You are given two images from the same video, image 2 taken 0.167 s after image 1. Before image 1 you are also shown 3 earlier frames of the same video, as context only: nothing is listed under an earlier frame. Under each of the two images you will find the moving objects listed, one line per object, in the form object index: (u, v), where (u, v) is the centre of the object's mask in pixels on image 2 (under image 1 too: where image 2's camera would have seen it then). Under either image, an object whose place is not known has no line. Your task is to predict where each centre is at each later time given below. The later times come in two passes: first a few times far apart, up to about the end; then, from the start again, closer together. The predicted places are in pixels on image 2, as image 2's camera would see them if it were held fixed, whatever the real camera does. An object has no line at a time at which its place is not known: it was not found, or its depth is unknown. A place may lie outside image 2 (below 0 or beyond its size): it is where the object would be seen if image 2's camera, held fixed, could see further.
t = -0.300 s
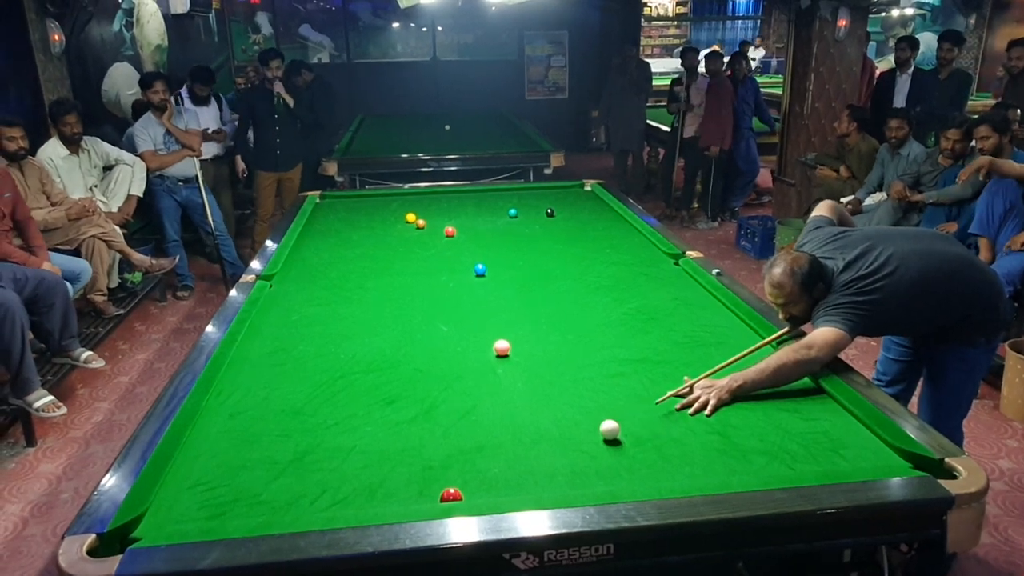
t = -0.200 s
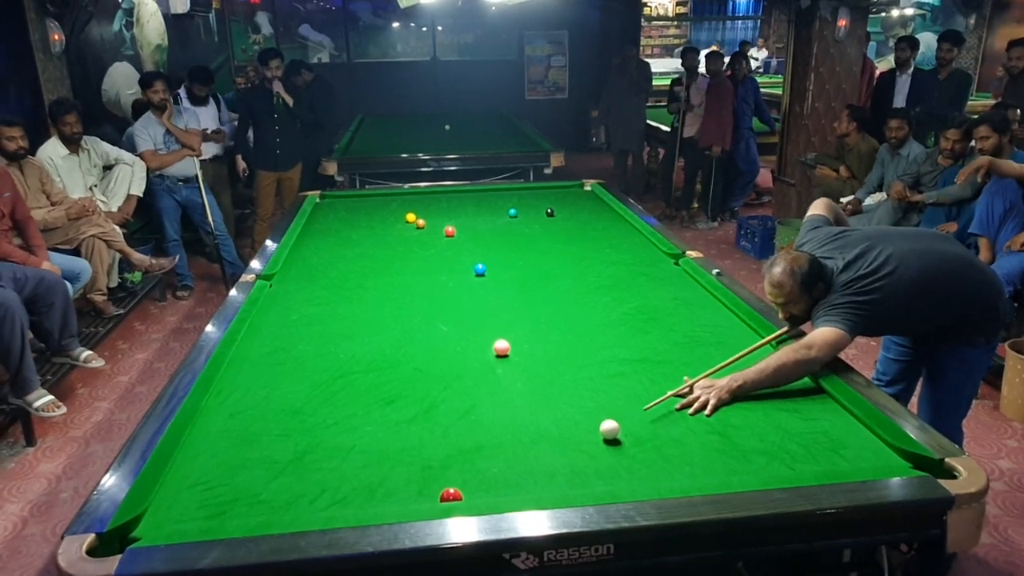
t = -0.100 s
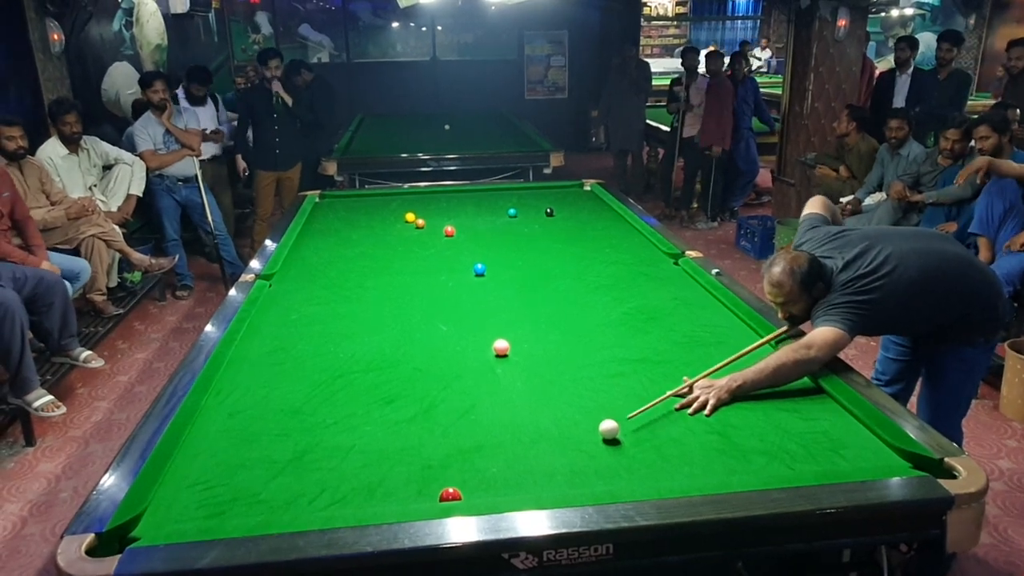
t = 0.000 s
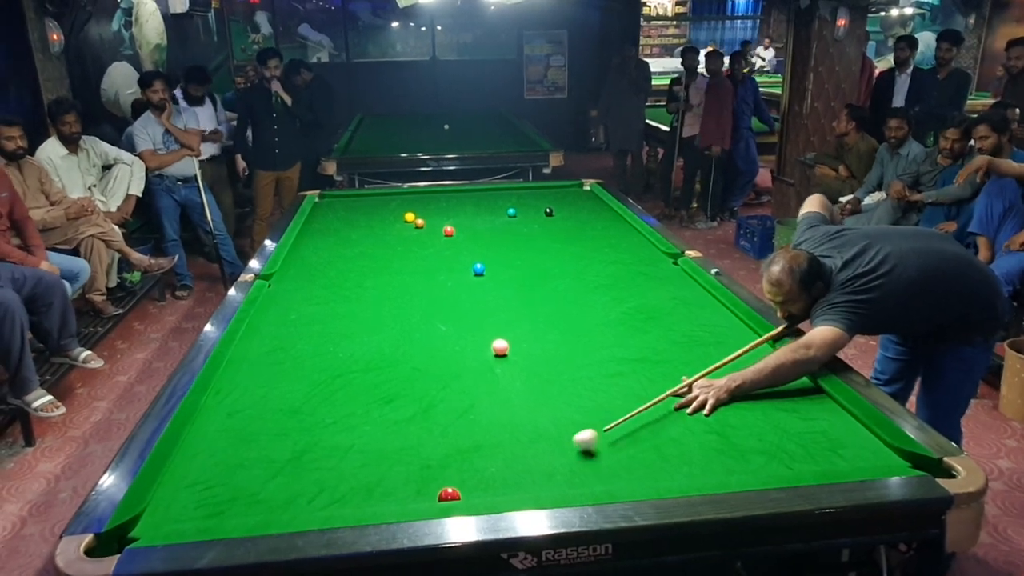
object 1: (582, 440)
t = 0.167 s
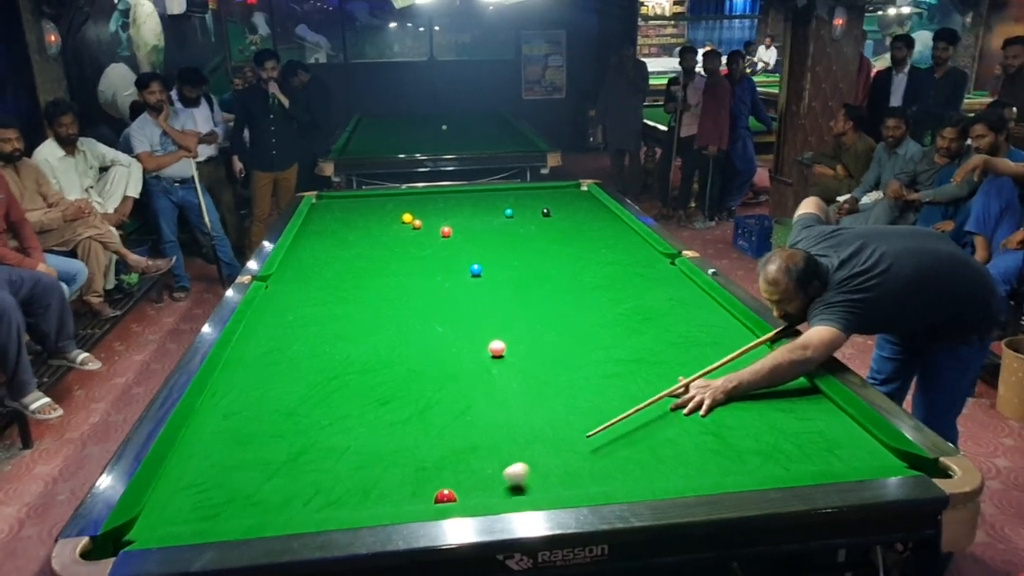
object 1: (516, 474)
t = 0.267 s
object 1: (475, 492)
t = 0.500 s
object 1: (459, 478)
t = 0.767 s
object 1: (441, 459)
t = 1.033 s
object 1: (426, 442)
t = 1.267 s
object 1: (415, 430)
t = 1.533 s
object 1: (404, 418)
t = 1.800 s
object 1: (395, 407)
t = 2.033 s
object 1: (388, 400)
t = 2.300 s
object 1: (381, 392)
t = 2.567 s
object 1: (375, 386)
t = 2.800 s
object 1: (371, 381)
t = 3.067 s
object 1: (367, 377)
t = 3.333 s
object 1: (364, 374)
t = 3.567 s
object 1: (361, 372)
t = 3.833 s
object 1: (360, 370)
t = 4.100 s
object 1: (359, 370)
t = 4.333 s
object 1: (359, 370)
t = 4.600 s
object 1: (360, 369)
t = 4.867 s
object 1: (359, 369)
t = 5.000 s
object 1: (360, 369)
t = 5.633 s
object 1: (360, 369)
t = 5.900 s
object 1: (359, 369)
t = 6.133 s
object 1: (359, 369)
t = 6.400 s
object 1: (359, 370)
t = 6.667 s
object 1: (360, 370)
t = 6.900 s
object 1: (359, 370)
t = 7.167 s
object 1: (359, 370)
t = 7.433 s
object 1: (359, 369)
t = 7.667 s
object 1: (359, 370)
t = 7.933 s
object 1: (359, 370)
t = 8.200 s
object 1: (359, 370)
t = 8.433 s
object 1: (359, 370)
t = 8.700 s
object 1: (359, 370)
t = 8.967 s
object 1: (359, 370)
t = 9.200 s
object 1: (359, 370)
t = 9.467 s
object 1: (359, 369)
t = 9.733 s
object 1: (359, 369)
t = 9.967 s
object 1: (359, 370)
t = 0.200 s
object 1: (503, 481)
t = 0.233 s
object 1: (489, 487)
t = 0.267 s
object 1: (475, 492)
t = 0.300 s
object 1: (468, 495)
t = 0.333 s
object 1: (468, 492)
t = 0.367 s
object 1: (467, 490)
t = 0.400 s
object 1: (466, 487)
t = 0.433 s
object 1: (464, 484)
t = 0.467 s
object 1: (461, 481)
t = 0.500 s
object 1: (459, 478)
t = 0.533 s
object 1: (456, 476)
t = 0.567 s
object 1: (454, 473)
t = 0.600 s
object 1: (452, 470)
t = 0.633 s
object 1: (450, 468)
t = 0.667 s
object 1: (447, 466)
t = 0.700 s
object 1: (445, 463)
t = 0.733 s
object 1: (443, 461)
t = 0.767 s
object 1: (441, 459)
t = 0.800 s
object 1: (439, 457)
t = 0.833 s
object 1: (437, 454)
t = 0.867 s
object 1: (435, 452)
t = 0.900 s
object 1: (433, 450)
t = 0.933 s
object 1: (431, 448)
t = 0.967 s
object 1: (430, 446)
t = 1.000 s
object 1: (428, 444)
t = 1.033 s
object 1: (426, 442)
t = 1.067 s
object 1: (424, 441)
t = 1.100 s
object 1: (423, 438)
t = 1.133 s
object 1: (421, 437)
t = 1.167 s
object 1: (420, 435)
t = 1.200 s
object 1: (418, 434)
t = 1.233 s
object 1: (417, 432)
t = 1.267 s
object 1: (415, 430)
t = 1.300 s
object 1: (414, 428)
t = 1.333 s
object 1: (412, 427)
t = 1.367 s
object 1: (411, 425)
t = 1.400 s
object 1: (409, 424)
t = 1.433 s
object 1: (408, 422)
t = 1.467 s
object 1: (407, 420)
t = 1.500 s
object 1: (405, 419)
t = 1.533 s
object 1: (404, 418)
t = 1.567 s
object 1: (403, 416)
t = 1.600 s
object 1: (401, 415)
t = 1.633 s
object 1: (400, 414)
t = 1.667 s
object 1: (399, 412)
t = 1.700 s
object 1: (398, 411)
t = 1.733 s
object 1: (396, 410)
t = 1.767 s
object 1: (396, 408)
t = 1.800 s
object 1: (395, 407)
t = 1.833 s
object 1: (394, 406)
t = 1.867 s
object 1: (392, 405)
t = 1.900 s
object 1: (391, 404)
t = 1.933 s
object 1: (391, 403)
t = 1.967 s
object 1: (390, 401)
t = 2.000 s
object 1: (389, 401)
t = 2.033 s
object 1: (388, 400)
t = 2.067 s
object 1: (387, 399)
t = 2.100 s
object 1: (386, 398)
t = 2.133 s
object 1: (385, 397)
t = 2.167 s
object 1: (384, 395)
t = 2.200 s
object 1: (383, 395)
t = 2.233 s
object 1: (382, 394)
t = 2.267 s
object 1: (382, 393)
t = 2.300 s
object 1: (381, 392)
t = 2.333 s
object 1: (380, 391)
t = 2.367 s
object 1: (379, 390)
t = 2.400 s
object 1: (378, 389)
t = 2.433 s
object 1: (378, 388)
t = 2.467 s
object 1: (377, 388)
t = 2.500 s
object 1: (376, 387)
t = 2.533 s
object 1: (375, 386)
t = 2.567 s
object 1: (375, 386)
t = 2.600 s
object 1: (374, 385)
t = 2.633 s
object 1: (373, 384)
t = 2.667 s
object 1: (372, 384)
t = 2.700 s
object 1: (372, 383)
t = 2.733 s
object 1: (372, 382)
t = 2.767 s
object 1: (371, 381)
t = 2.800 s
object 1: (371, 381)
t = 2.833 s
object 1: (370, 380)
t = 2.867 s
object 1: (369, 380)
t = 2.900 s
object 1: (369, 379)
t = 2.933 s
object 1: (368, 379)
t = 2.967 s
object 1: (368, 379)
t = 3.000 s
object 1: (368, 378)
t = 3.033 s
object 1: (367, 377)
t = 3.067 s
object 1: (367, 377)
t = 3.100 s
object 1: (366, 376)
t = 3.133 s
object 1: (366, 376)
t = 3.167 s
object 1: (365, 376)
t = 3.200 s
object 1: (365, 375)
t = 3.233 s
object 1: (365, 375)
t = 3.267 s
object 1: (364, 375)
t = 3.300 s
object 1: (364, 374)
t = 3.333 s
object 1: (364, 374)
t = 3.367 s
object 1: (363, 373)
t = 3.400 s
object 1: (363, 373)
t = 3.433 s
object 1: (363, 373)
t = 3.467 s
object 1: (362, 373)
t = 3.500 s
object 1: (362, 372)
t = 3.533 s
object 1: (362, 372)
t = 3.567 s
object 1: (361, 372)
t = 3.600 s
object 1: (361, 372)
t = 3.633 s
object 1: (361, 371)
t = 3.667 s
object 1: (361, 371)
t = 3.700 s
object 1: (361, 371)
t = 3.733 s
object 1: (360, 371)
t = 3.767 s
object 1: (360, 371)
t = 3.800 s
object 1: (360, 370)
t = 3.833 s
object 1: (360, 370)
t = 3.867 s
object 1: (360, 370)
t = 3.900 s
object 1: (360, 370)
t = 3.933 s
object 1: (360, 370)
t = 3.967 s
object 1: (360, 370)
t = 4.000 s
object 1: (360, 370)
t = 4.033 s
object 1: (359, 370)
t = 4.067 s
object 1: (359, 370)
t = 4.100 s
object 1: (359, 370)
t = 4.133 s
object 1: (359, 369)
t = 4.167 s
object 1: (359, 369)
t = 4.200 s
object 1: (359, 369)
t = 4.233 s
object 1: (359, 369)
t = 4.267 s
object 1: (359, 369)
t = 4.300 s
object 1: (359, 370)
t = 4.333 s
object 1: (359, 370)
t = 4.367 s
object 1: (359, 370)
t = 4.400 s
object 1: (359, 370)
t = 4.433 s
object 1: (359, 370)
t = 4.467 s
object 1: (359, 370)
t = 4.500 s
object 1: (359, 370)
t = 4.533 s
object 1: (359, 369)
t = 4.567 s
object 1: (359, 369)
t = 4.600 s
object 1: (360, 369)
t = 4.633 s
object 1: (359, 370)
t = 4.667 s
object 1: (359, 369)
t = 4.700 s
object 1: (359, 369)
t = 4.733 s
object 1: (360, 369)
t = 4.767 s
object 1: (359, 369)
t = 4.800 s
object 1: (360, 369)
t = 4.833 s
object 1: (360, 369)
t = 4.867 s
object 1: (359, 369)
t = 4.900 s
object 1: (360, 369)
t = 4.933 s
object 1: (360, 369)
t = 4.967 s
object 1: (360, 369)
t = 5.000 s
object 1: (360, 369)
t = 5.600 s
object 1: (361, 369)
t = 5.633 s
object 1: (360, 369)
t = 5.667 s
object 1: (360, 369)
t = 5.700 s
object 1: (360, 369)
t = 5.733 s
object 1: (359, 369)
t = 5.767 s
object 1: (359, 369)
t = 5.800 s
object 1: (359, 369)
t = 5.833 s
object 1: (359, 369)
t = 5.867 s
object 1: (359, 369)
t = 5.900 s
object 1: (359, 369)
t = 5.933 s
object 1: (359, 369)
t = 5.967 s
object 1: (359, 369)
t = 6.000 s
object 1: (359, 369)
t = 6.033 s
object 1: (359, 369)
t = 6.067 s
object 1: (359, 369)
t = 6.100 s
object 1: (360, 369)
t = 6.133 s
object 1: (359, 369)
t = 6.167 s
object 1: (359, 369)
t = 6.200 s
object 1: (359, 370)
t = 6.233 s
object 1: (359, 370)
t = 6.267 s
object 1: (359, 370)
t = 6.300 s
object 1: (359, 370)
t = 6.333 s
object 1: (359, 370)
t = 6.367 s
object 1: (360, 370)
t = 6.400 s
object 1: (359, 370)
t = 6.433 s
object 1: (359, 370)
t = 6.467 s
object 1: (359, 370)
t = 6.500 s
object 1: (359, 370)
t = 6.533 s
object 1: (359, 370)
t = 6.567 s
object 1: (359, 370)
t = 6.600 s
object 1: (360, 370)
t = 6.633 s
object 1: (360, 370)
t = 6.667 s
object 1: (360, 370)
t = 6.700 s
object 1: (359, 370)
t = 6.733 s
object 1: (359, 370)
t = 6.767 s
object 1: (359, 370)
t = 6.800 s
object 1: (359, 370)
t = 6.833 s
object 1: (359, 370)
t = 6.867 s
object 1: (359, 370)
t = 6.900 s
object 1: (359, 370)
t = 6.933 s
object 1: (359, 370)
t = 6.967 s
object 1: (359, 370)
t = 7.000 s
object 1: (359, 370)
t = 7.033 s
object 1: (360, 370)
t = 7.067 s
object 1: (360, 370)
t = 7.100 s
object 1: (359, 370)
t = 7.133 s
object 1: (359, 370)
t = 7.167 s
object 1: (359, 370)
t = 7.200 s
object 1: (359, 370)
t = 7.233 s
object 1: (359, 369)
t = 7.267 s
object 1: (359, 369)
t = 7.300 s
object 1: (359, 370)
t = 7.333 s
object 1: (359, 369)
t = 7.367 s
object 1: (359, 370)
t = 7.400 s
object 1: (359, 369)
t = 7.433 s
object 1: (359, 369)
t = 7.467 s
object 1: (359, 370)
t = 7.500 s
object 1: (359, 369)
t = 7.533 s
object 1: (359, 370)
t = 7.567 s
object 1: (359, 370)
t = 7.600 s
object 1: (359, 370)
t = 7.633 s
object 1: (359, 369)
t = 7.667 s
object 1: (359, 370)
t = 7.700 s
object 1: (359, 370)
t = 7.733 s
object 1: (359, 370)
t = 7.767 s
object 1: (359, 370)
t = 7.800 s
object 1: (359, 370)
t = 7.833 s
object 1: (359, 370)
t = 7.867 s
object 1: (359, 370)
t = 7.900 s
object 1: (359, 370)
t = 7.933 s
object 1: (359, 370)
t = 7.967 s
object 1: (359, 370)
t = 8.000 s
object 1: (359, 370)
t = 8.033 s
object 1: (359, 370)
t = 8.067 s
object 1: (359, 370)
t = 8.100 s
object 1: (359, 370)
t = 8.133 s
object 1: (359, 370)
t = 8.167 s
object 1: (359, 370)
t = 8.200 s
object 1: (359, 370)
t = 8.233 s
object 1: (359, 370)
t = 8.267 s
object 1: (359, 370)
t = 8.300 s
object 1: (360, 370)
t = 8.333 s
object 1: (359, 370)
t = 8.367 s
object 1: (359, 370)
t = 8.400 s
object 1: (359, 370)
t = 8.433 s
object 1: (359, 370)
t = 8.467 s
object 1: (359, 370)
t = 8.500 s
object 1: (359, 370)
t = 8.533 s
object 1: (359, 370)
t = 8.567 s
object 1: (359, 369)
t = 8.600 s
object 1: (359, 370)
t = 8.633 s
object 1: (359, 370)
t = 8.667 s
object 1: (359, 370)
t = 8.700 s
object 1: (359, 370)
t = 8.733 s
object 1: (359, 370)
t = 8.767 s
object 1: (359, 370)
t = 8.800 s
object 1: (359, 370)
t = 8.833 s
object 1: (359, 370)
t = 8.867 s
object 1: (359, 370)
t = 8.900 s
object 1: (359, 370)
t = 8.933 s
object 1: (359, 370)
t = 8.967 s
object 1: (359, 370)
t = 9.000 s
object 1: (359, 370)
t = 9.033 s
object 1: (359, 370)
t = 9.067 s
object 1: (359, 369)
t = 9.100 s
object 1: (359, 370)
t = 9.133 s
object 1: (359, 370)
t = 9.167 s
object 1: (359, 370)
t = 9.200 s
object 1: (359, 370)
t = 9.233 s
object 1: (359, 370)
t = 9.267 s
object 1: (359, 370)
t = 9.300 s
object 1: (359, 370)
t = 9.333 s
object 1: (359, 370)
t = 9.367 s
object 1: (359, 370)
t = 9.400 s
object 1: (359, 370)
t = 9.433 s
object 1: (359, 369)
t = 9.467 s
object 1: (359, 369)
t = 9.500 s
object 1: (359, 369)
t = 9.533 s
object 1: (359, 369)
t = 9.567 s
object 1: (359, 370)
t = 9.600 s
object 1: (359, 369)
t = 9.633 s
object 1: (359, 369)
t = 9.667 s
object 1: (359, 370)
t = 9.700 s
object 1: (359, 369)
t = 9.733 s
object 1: (359, 369)
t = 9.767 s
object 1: (359, 370)
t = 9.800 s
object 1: (359, 370)
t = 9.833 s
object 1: (359, 369)
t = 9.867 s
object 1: (359, 369)
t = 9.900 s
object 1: (359, 369)
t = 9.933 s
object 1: (359, 370)
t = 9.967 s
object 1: (359, 370)
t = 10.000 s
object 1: (359, 369)
